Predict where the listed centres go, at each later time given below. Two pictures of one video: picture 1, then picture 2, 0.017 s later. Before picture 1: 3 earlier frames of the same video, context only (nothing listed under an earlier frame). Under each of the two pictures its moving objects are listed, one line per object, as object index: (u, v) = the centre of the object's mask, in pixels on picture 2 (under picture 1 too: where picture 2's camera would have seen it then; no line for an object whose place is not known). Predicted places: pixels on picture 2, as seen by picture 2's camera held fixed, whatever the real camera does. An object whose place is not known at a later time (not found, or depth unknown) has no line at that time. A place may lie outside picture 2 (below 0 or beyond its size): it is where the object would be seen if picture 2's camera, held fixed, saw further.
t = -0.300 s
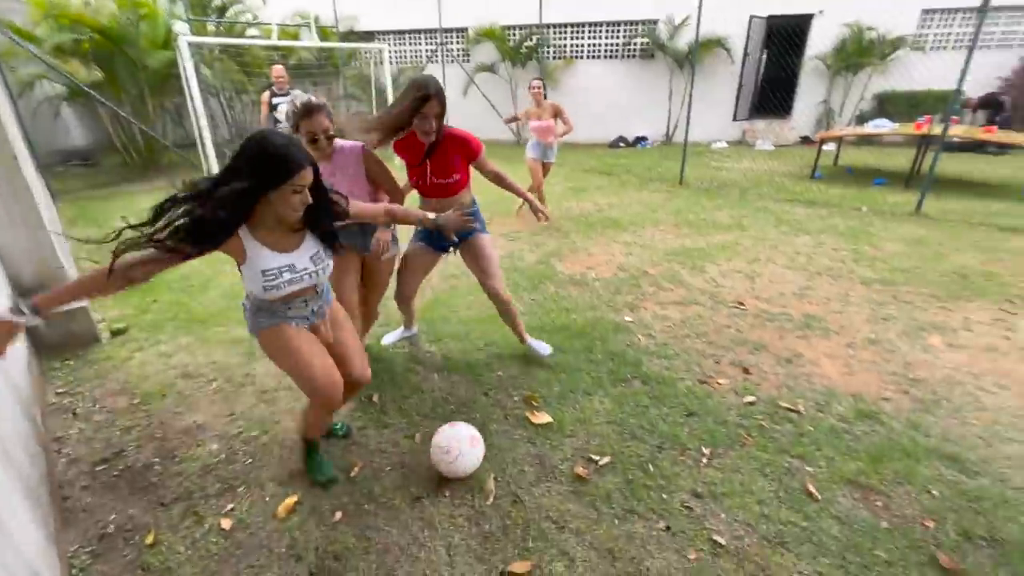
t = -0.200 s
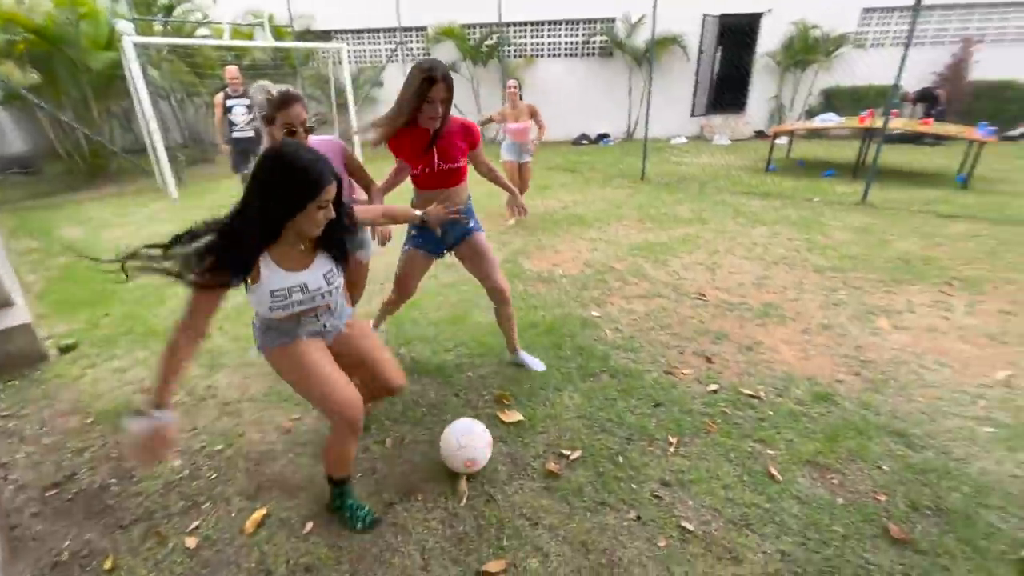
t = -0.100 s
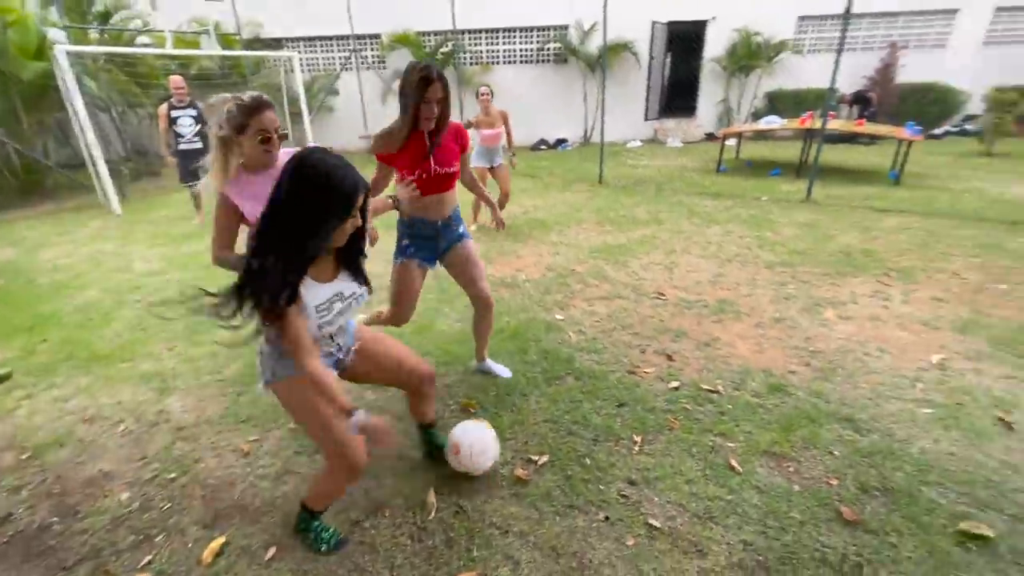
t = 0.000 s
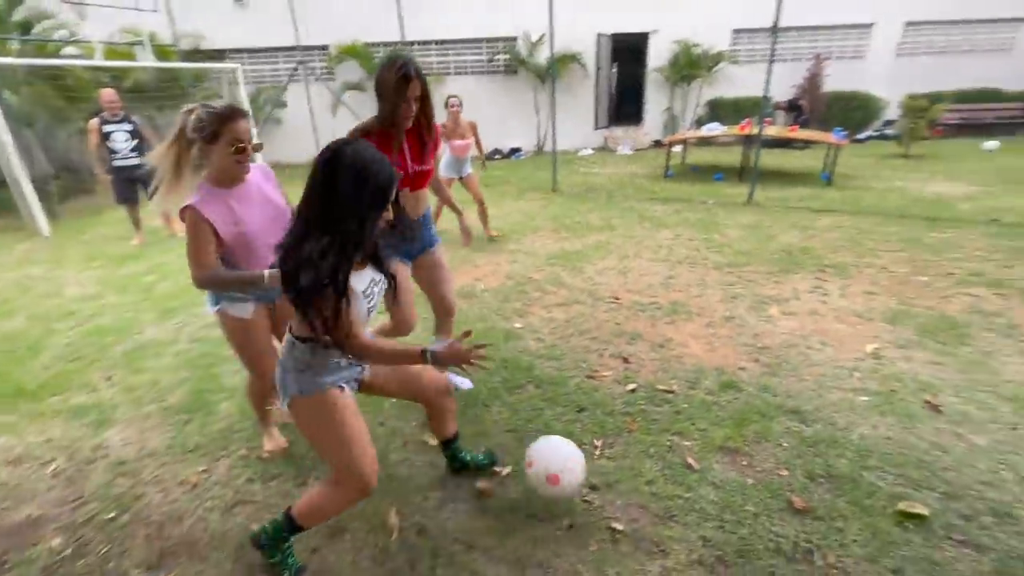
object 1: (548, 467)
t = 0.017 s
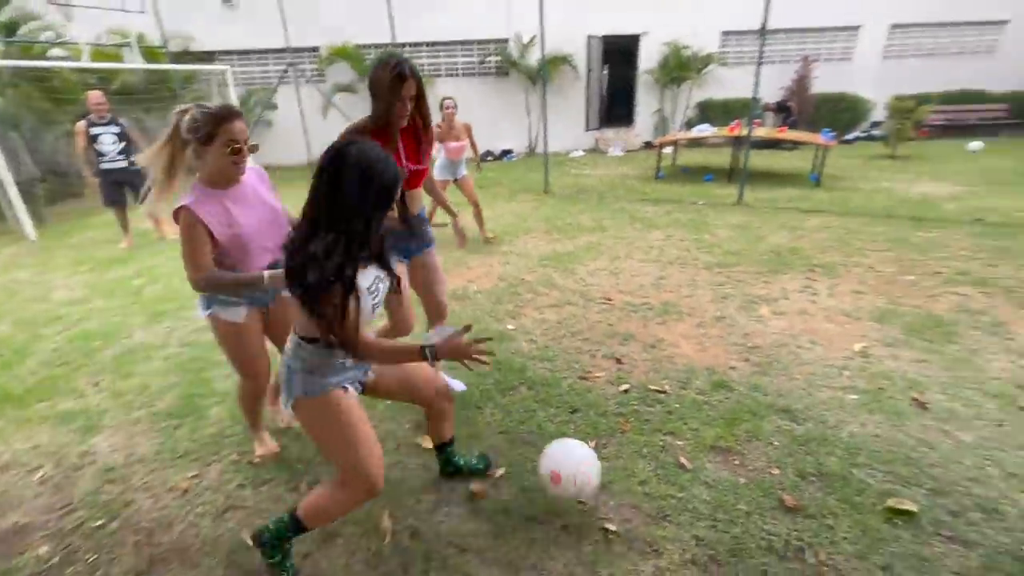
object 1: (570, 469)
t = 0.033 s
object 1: (591, 472)
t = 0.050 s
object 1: (615, 476)
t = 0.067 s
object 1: (638, 481)
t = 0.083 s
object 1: (663, 485)
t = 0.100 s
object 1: (686, 491)
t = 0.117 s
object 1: (711, 499)
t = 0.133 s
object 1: (736, 507)
